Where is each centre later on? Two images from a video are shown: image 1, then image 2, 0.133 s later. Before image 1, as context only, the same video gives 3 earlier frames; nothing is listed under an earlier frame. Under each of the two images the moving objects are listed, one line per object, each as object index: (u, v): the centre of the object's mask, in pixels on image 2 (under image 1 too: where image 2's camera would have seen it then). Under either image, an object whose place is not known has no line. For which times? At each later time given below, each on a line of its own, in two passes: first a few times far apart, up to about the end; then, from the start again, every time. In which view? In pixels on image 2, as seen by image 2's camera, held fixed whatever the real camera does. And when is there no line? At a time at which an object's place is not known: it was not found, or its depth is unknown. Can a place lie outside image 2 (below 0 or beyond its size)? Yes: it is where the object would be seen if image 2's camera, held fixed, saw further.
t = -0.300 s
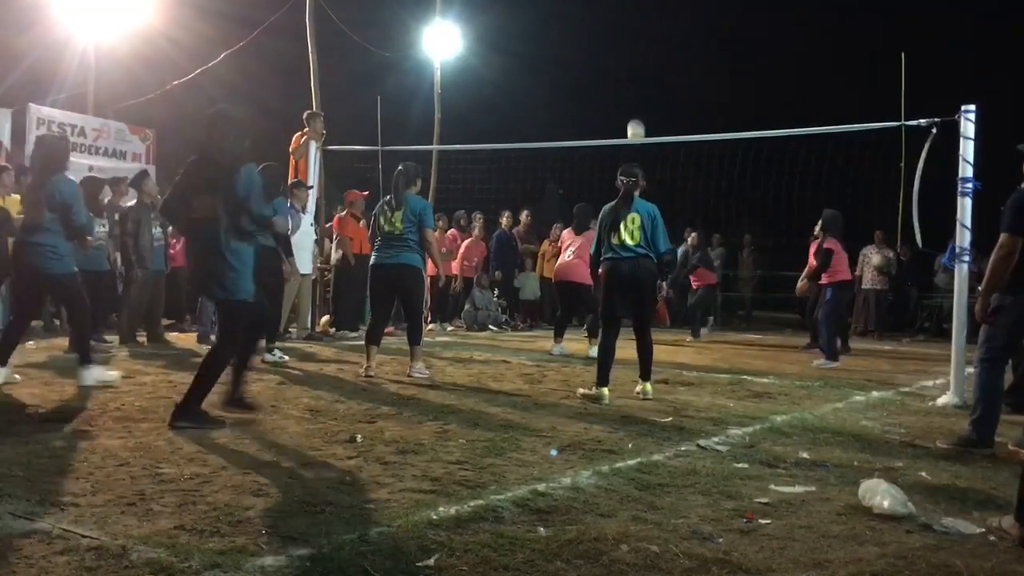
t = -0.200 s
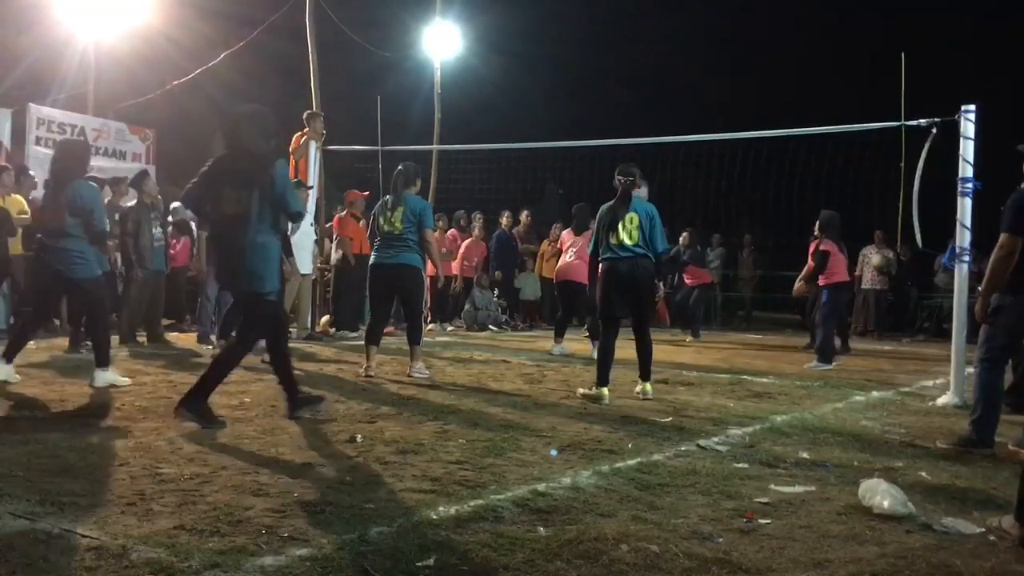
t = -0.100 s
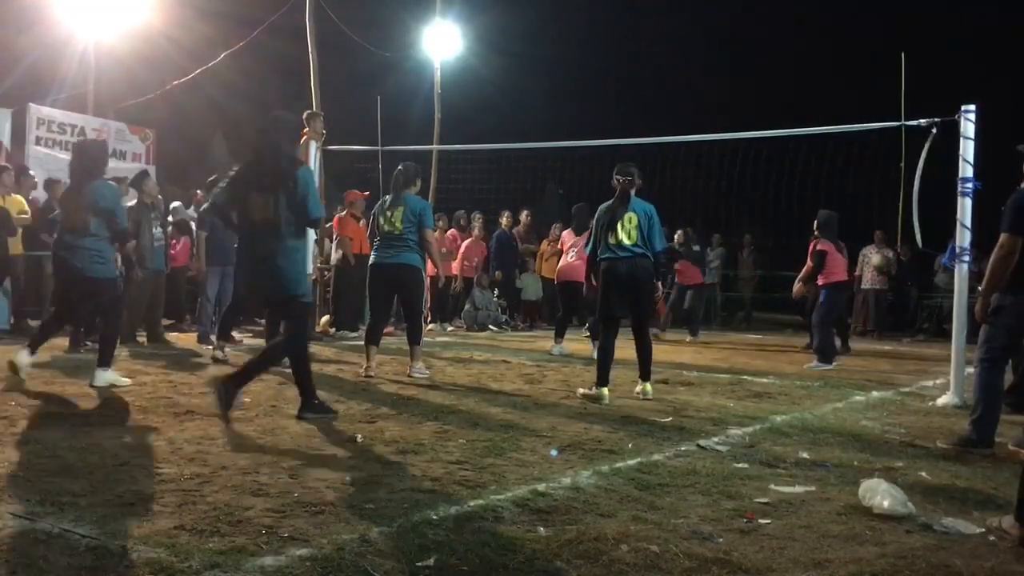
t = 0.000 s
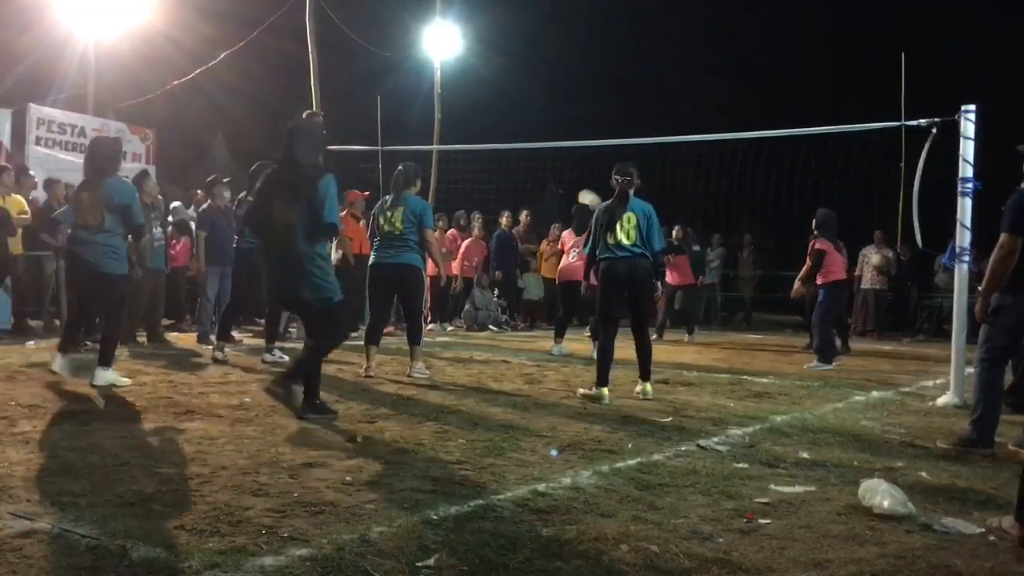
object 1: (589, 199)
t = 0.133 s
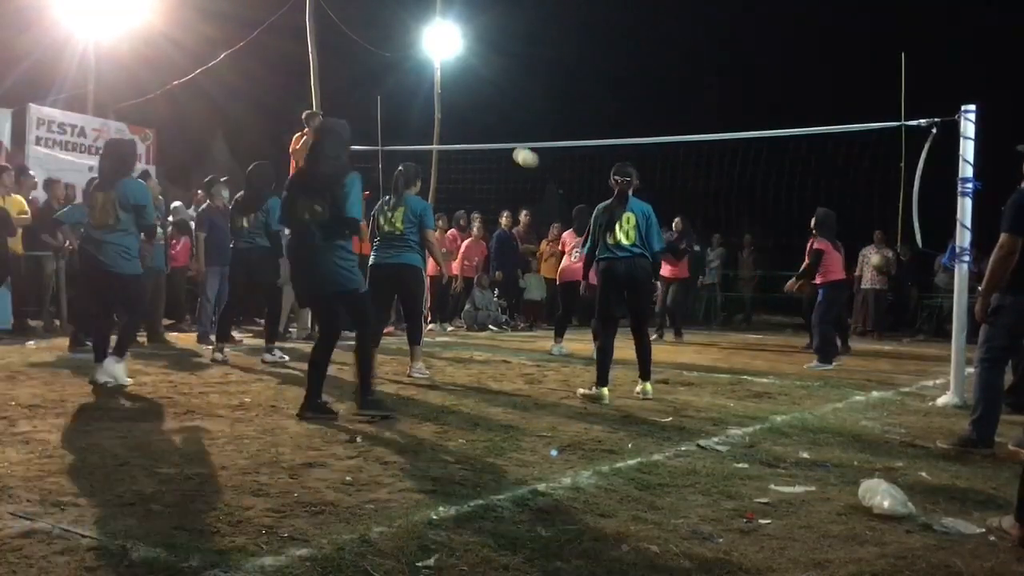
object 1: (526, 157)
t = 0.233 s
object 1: (475, 135)
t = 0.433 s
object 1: (369, 117)
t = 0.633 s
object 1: (260, 139)
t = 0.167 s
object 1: (509, 149)
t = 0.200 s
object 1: (492, 142)
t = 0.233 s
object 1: (475, 135)
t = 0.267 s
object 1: (458, 130)
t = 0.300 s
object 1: (441, 125)
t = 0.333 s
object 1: (423, 122)
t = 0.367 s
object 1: (406, 120)
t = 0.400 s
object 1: (388, 118)
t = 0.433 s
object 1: (369, 117)
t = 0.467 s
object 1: (352, 119)
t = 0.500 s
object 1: (335, 120)
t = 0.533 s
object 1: (317, 123)
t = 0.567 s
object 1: (297, 127)
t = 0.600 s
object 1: (278, 133)
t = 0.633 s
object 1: (260, 139)
